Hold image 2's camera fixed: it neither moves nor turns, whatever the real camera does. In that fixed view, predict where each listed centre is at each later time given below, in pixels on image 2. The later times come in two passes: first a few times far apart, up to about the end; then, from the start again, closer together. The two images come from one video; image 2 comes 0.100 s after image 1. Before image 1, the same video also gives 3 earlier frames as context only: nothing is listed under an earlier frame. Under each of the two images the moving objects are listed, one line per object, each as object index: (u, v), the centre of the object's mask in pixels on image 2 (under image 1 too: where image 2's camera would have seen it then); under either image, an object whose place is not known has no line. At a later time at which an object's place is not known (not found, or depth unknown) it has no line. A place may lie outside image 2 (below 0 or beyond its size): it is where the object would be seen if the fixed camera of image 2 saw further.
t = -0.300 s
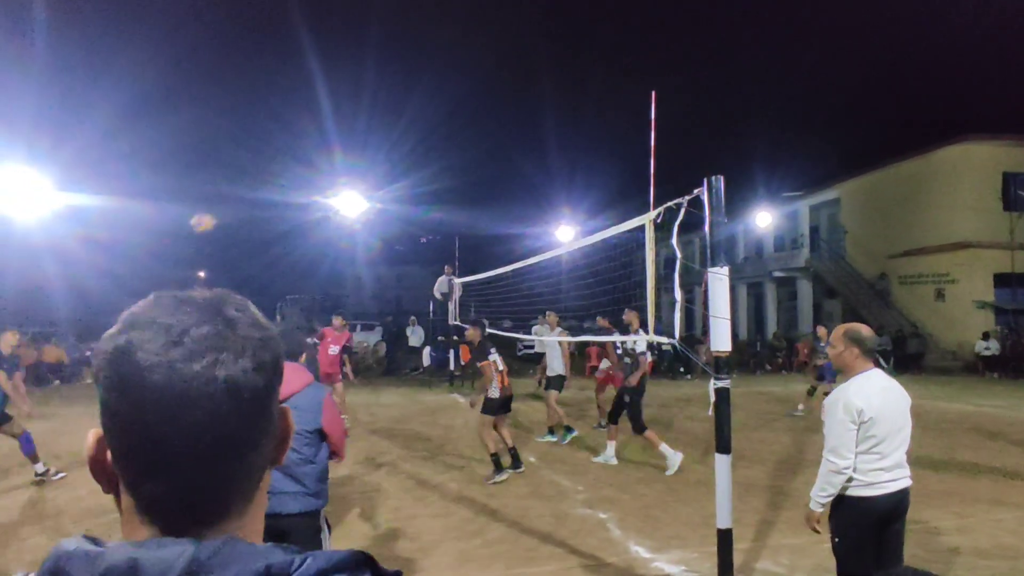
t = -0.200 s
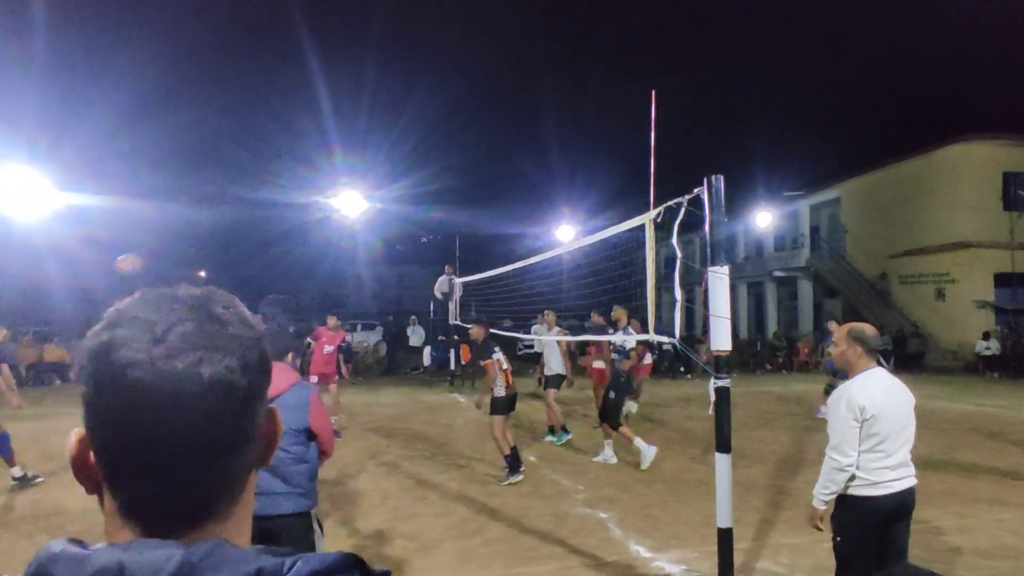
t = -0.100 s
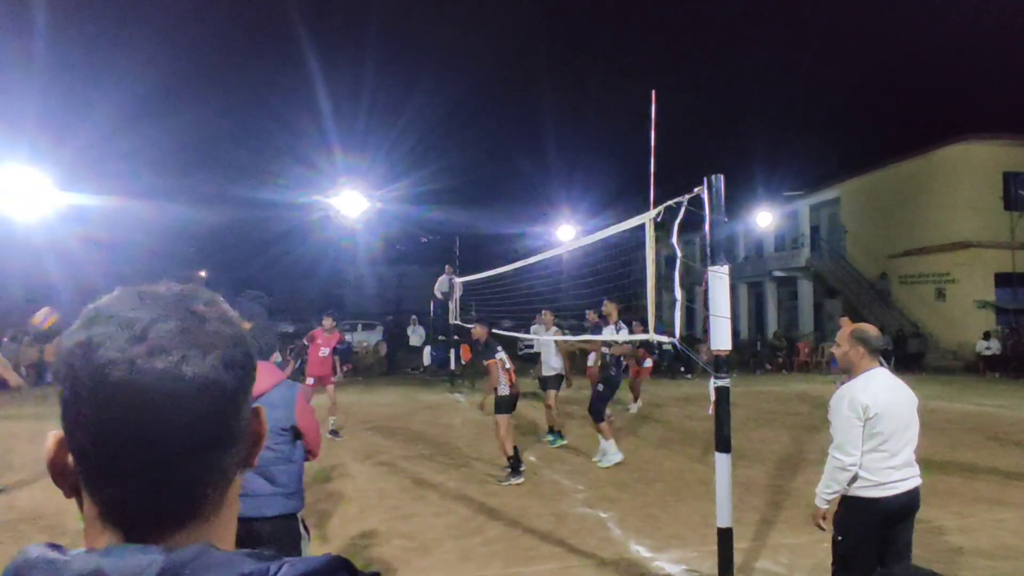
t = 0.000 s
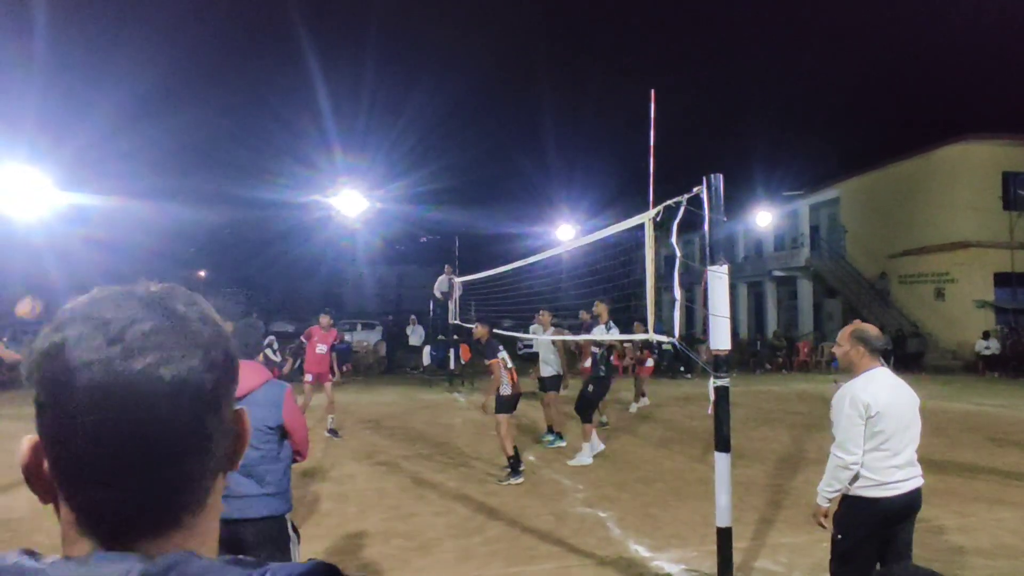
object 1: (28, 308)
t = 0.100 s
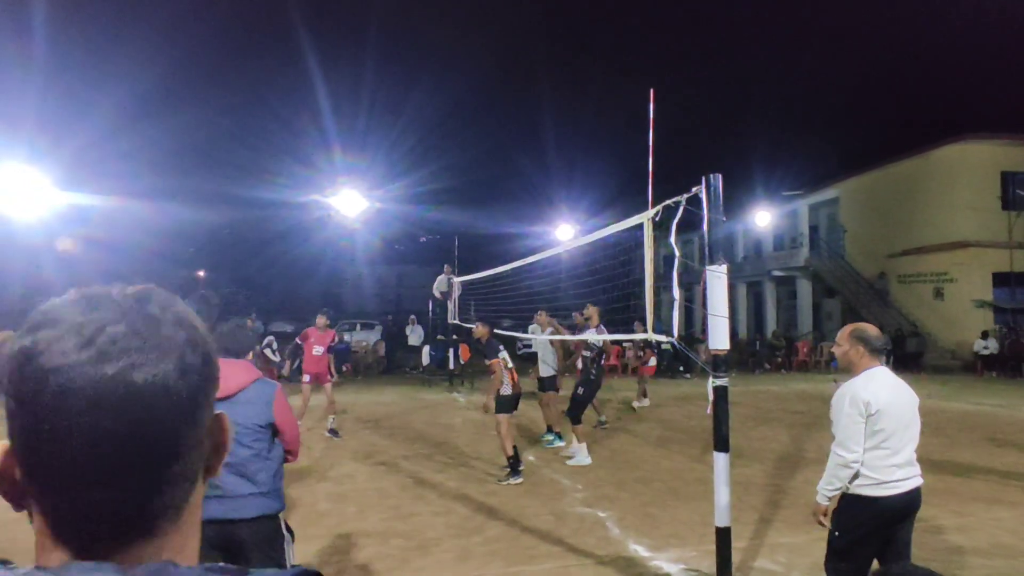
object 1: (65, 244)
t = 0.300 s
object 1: (141, 155)
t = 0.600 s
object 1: (243, 100)
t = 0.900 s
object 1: (338, 133)
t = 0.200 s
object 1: (106, 193)
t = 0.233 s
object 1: (118, 181)
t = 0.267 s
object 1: (129, 167)
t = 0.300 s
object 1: (141, 155)
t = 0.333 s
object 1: (153, 147)
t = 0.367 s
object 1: (165, 137)
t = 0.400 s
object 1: (177, 128)
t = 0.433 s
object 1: (188, 121)
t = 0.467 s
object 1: (199, 115)
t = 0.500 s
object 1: (211, 109)
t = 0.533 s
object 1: (222, 105)
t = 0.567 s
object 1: (233, 103)
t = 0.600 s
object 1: (243, 100)
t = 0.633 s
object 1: (255, 100)
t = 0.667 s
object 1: (266, 101)
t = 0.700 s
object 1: (276, 102)
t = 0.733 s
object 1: (287, 105)
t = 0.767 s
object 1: (297, 108)
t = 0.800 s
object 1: (308, 113)
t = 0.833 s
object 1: (318, 118)
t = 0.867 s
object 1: (328, 125)
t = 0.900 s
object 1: (338, 133)
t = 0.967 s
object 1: (357, 149)
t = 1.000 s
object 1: (368, 159)
